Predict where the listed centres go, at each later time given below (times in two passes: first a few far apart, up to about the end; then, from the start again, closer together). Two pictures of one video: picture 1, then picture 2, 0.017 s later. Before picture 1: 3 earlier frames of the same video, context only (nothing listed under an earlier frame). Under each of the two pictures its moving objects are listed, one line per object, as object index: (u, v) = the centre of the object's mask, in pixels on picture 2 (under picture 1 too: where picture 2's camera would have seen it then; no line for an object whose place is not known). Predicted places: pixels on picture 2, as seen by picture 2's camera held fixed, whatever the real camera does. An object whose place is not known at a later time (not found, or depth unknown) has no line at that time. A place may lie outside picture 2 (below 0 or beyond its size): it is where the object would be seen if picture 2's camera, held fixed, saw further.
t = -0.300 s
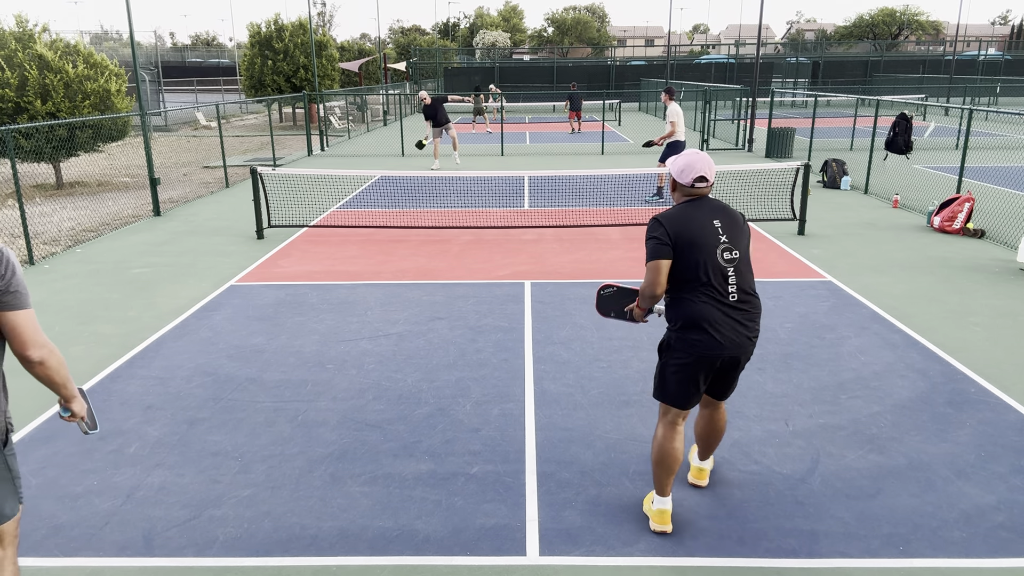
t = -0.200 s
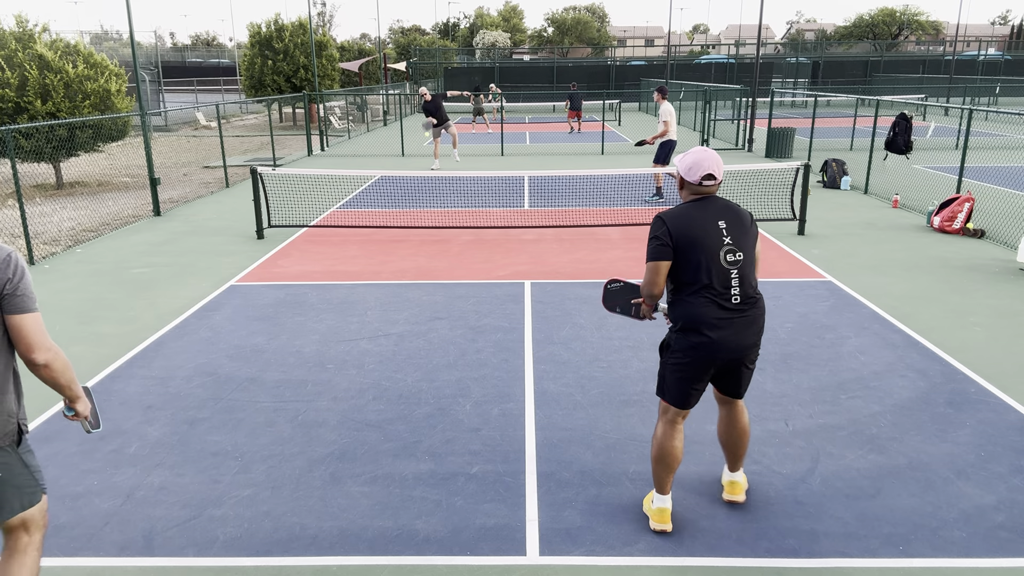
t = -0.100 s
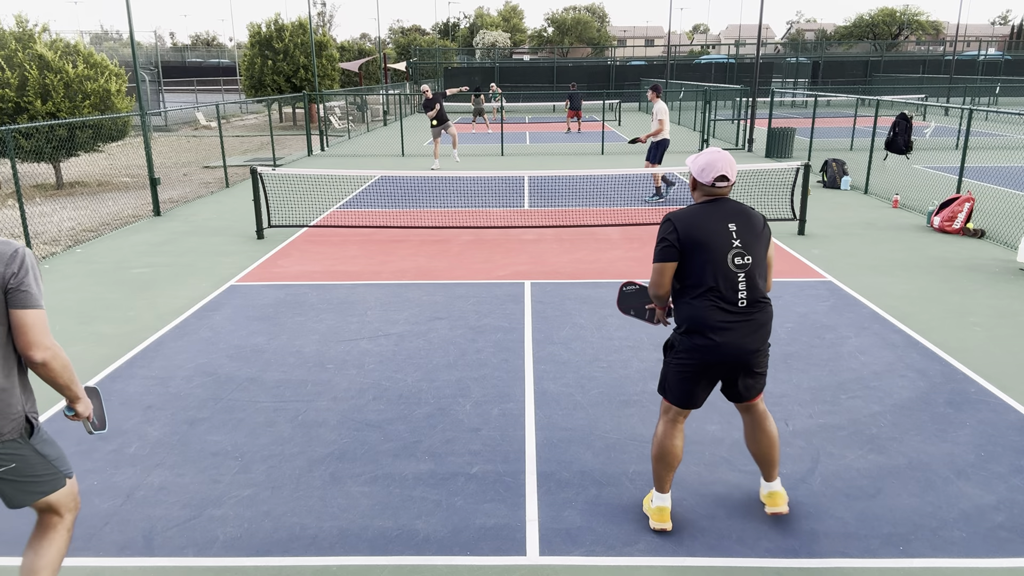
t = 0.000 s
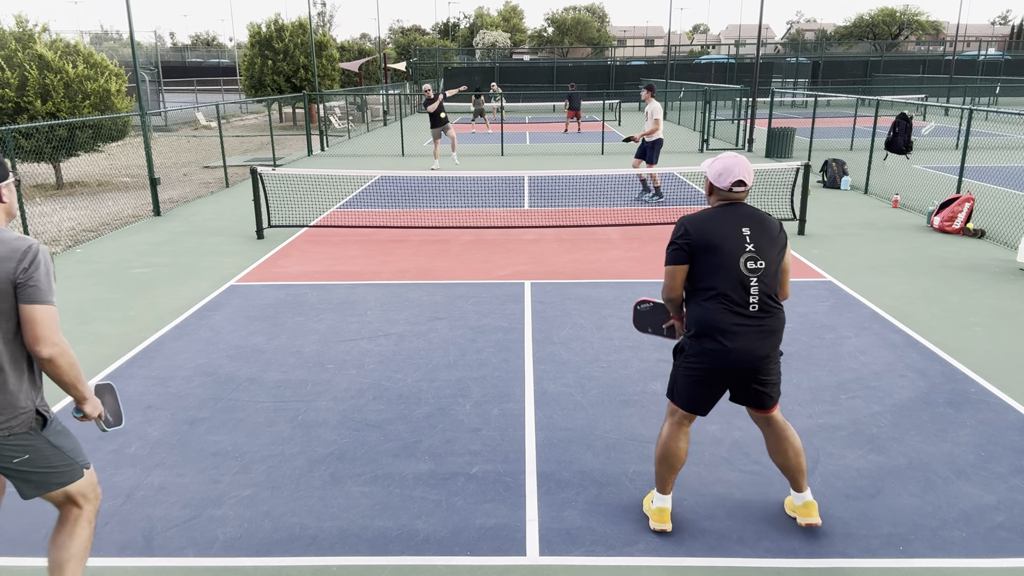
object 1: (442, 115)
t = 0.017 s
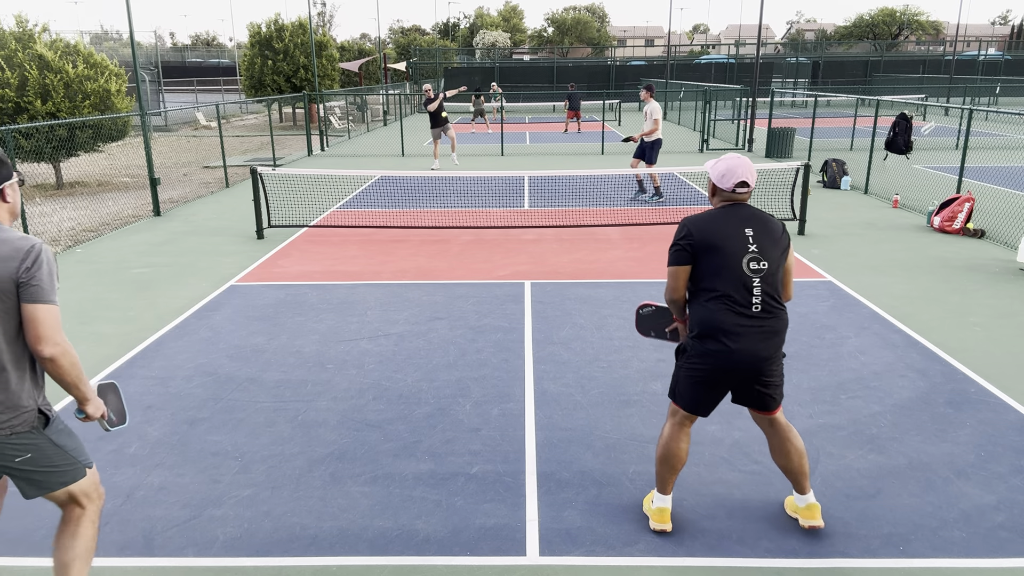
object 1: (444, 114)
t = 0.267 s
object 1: (470, 125)
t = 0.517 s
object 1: (504, 203)
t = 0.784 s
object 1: (545, 324)
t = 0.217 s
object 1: (464, 119)
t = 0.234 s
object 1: (466, 121)
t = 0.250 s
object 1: (468, 123)
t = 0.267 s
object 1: (470, 125)
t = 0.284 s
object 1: (472, 129)
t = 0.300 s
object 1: (474, 131)
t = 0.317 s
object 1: (476, 134)
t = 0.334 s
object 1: (478, 138)
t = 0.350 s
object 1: (480, 142)
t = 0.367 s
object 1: (482, 146)
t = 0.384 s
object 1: (485, 151)
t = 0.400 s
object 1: (487, 156)
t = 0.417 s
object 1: (489, 162)
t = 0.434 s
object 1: (491, 167)
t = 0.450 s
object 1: (494, 174)
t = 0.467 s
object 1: (496, 180)
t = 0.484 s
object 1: (499, 187)
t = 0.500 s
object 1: (502, 195)
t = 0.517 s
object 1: (504, 203)
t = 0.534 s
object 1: (507, 212)
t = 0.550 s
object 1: (509, 221)
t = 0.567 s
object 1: (512, 231)
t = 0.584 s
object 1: (515, 241)
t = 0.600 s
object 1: (518, 252)
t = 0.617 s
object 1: (521, 264)
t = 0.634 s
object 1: (523, 276)
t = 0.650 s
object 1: (526, 289)
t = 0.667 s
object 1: (532, 304)
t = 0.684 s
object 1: (534, 318)
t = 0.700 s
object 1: (535, 333)
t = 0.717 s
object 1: (538, 333)
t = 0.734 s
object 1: (539, 330)
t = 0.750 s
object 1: (541, 328)
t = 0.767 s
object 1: (543, 326)
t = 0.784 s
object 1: (545, 324)
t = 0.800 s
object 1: (547, 322)
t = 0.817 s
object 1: (549, 321)
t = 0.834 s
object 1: (551, 321)
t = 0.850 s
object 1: (553, 320)
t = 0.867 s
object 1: (555, 320)
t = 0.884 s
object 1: (557, 321)
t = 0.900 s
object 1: (559, 322)
